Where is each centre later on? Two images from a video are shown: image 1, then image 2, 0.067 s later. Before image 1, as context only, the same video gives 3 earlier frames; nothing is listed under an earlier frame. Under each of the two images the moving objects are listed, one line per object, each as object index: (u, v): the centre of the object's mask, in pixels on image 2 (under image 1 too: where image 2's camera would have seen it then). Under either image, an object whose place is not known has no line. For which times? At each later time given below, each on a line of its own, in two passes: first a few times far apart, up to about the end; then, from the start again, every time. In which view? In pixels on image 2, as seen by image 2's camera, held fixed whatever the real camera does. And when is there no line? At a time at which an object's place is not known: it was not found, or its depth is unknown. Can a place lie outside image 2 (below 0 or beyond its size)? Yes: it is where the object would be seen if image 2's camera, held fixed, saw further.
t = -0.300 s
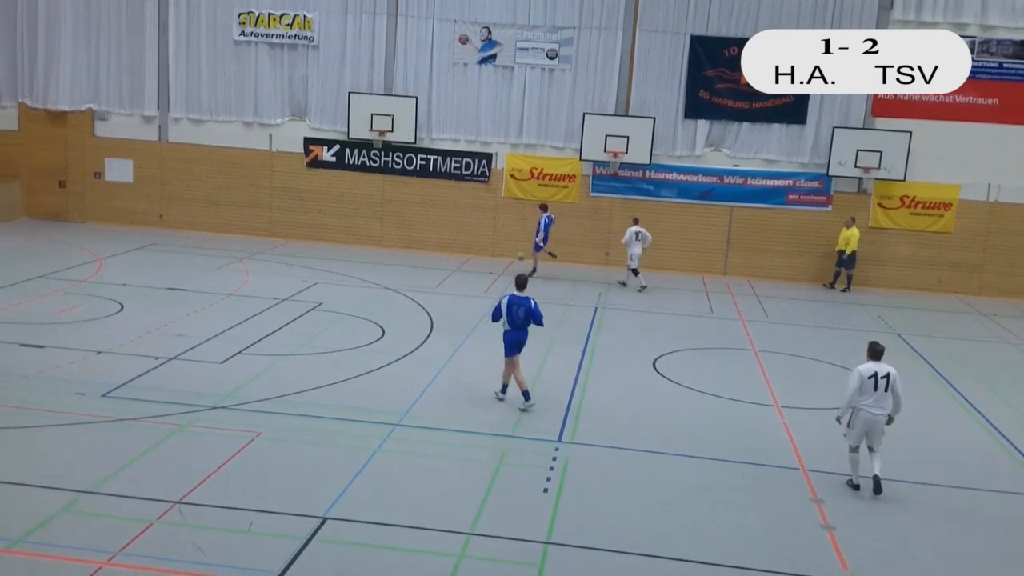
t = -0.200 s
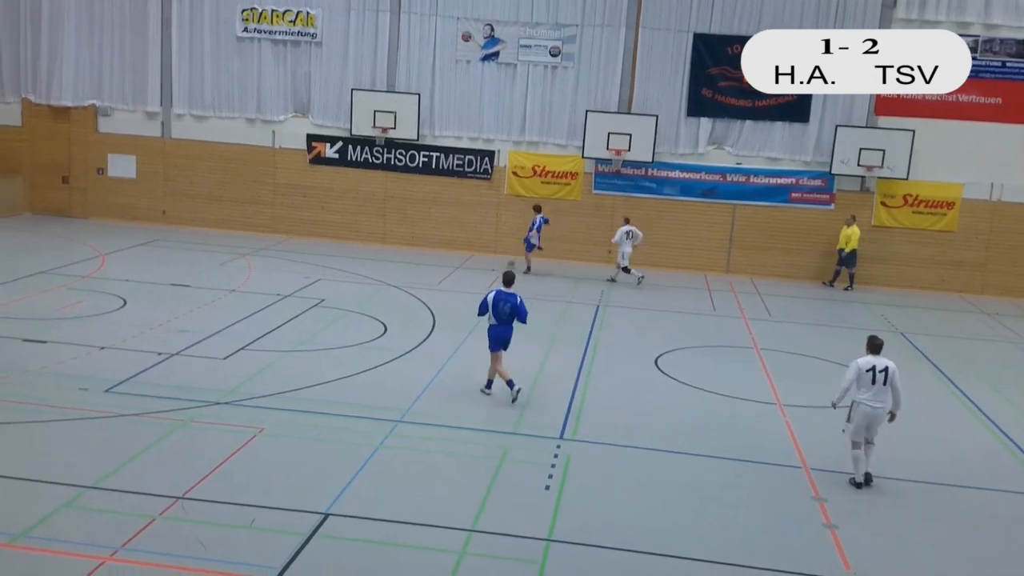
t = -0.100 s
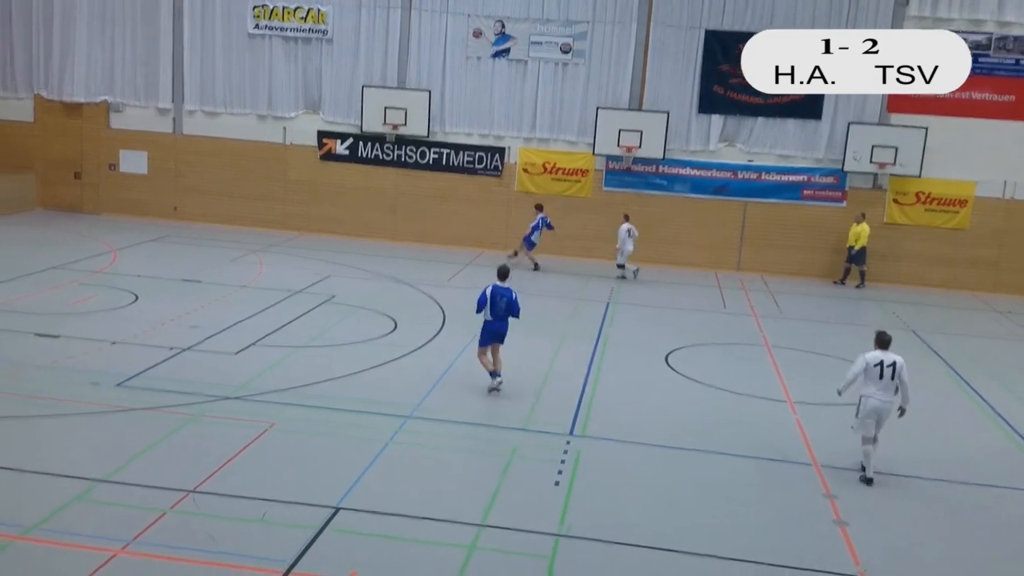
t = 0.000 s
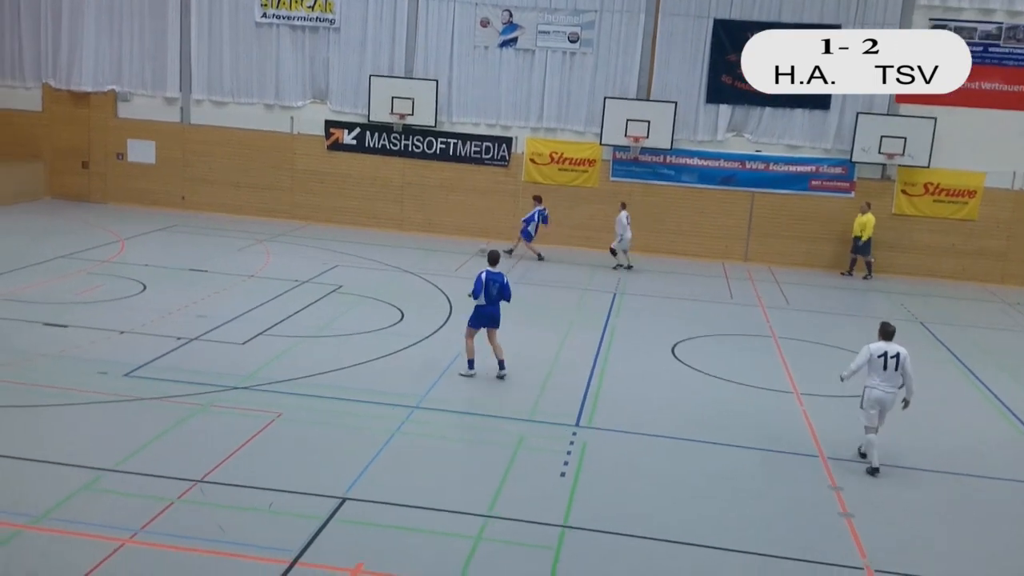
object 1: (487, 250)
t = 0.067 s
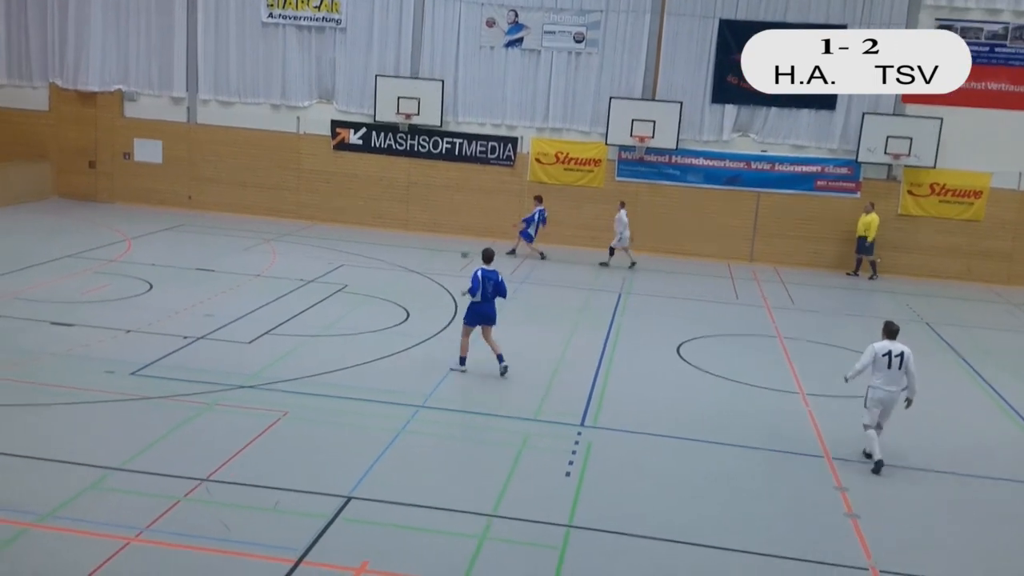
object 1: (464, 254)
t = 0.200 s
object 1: (421, 250)
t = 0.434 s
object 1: (345, 255)
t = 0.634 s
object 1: (284, 259)
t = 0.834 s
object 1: (229, 260)
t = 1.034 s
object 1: (173, 260)
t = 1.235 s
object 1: (116, 264)
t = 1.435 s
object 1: (57, 265)
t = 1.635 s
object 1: (-6, 265)
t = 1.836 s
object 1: (-70, 267)
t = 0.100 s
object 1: (454, 252)
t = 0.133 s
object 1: (442, 251)
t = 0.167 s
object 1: (432, 251)
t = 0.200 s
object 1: (421, 250)
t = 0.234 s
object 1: (409, 251)
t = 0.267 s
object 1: (398, 252)
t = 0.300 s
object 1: (387, 254)
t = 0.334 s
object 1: (376, 257)
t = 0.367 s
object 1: (365, 256)
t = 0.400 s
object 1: (355, 255)
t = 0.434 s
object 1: (345, 255)
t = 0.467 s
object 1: (335, 254)
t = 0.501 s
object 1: (325, 256)
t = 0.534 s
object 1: (315, 256)
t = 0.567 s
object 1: (304, 257)
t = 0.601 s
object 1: (293, 259)
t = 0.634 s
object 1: (284, 259)
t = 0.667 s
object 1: (275, 257)
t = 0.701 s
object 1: (267, 255)
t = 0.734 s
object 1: (258, 256)
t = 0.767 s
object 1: (248, 257)
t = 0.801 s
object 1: (239, 258)
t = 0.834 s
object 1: (229, 260)
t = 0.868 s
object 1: (219, 261)
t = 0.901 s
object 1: (210, 260)
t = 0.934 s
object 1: (201, 259)
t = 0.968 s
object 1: (192, 259)
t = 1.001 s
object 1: (182, 259)
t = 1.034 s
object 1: (173, 260)
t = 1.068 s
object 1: (164, 262)
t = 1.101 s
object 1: (154, 261)
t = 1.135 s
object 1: (145, 261)
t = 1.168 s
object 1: (136, 262)
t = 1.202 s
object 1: (127, 262)
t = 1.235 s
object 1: (116, 264)
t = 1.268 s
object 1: (106, 263)
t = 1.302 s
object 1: (97, 264)
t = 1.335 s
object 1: (87, 264)
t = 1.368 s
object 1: (77, 264)
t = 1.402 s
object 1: (66, 265)
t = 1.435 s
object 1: (57, 265)
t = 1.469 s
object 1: (47, 265)
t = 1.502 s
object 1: (36, 265)
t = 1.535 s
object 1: (25, 265)
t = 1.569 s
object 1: (15, 265)
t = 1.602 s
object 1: (5, 266)
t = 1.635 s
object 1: (-6, 265)
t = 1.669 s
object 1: (-16, 266)
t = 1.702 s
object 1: (-27, 267)
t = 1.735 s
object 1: (-38, 267)
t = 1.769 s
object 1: (-48, 267)
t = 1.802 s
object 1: (-59, 267)
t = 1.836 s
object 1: (-70, 267)
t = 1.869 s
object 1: (-81, 268)
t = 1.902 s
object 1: (-92, 266)
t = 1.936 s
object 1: (-103, 267)
